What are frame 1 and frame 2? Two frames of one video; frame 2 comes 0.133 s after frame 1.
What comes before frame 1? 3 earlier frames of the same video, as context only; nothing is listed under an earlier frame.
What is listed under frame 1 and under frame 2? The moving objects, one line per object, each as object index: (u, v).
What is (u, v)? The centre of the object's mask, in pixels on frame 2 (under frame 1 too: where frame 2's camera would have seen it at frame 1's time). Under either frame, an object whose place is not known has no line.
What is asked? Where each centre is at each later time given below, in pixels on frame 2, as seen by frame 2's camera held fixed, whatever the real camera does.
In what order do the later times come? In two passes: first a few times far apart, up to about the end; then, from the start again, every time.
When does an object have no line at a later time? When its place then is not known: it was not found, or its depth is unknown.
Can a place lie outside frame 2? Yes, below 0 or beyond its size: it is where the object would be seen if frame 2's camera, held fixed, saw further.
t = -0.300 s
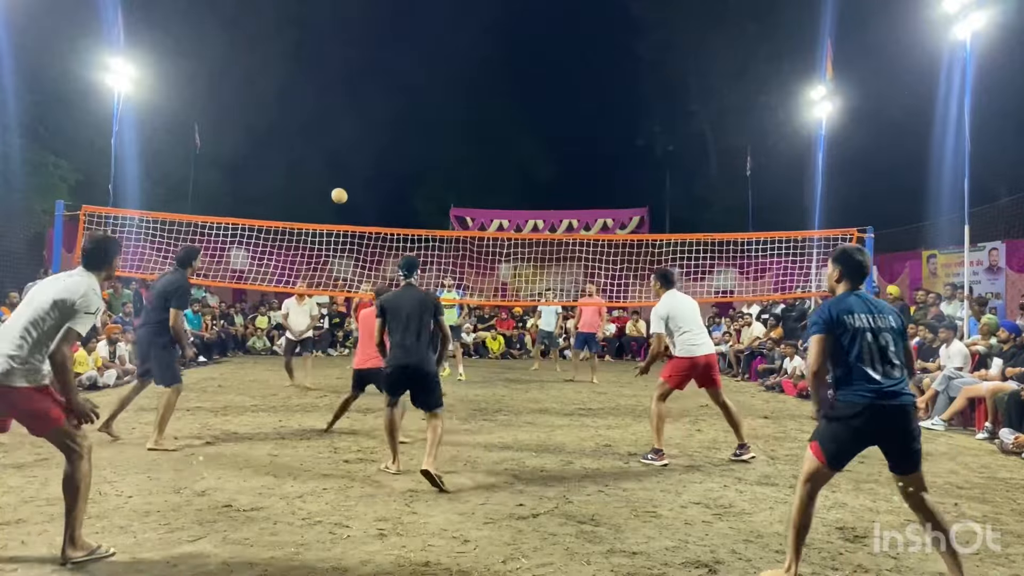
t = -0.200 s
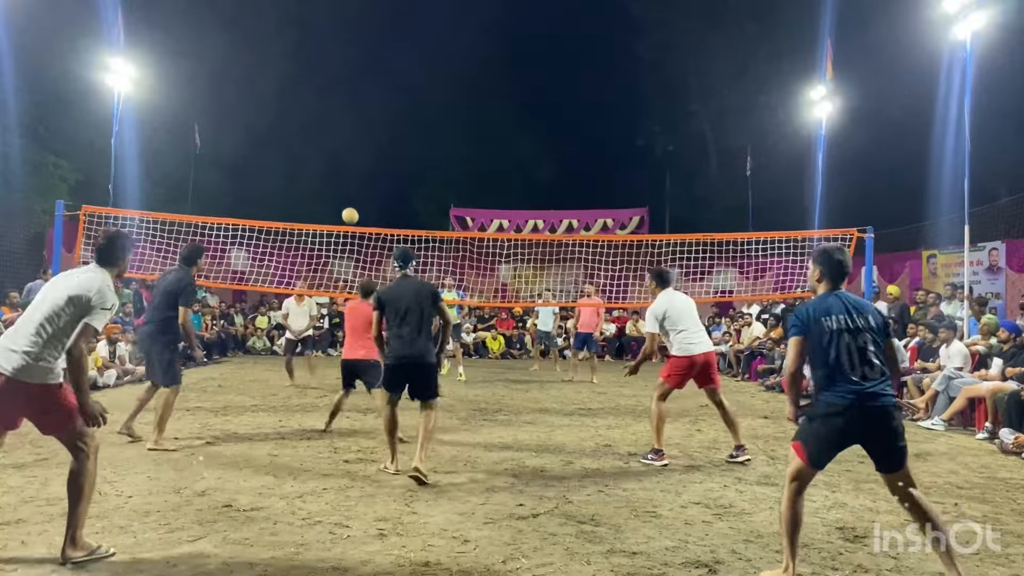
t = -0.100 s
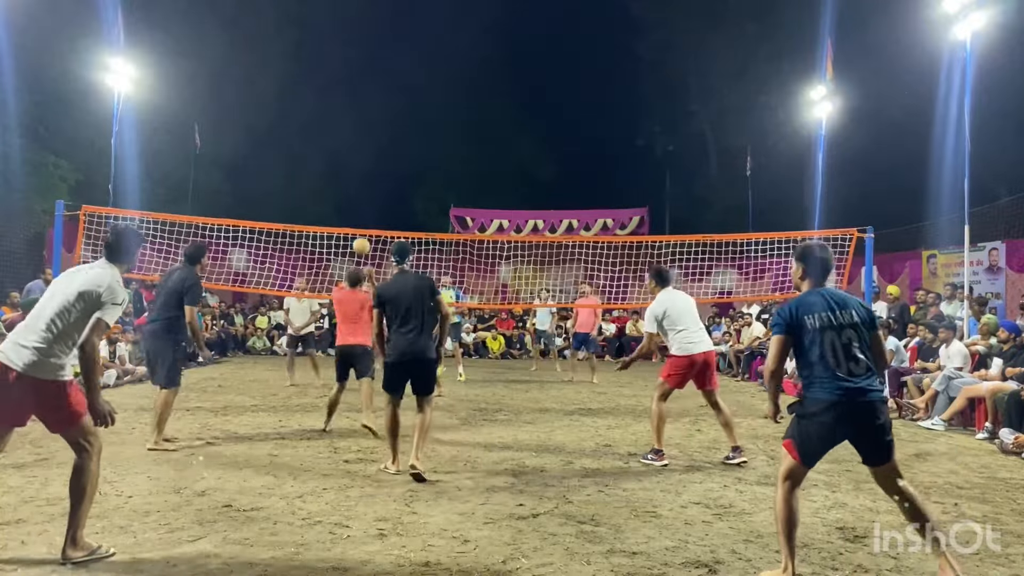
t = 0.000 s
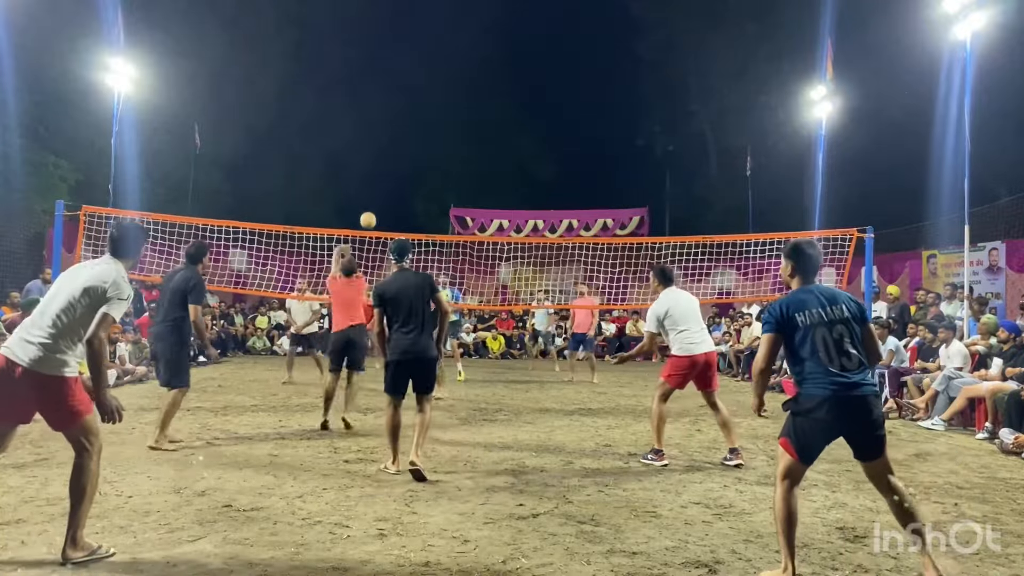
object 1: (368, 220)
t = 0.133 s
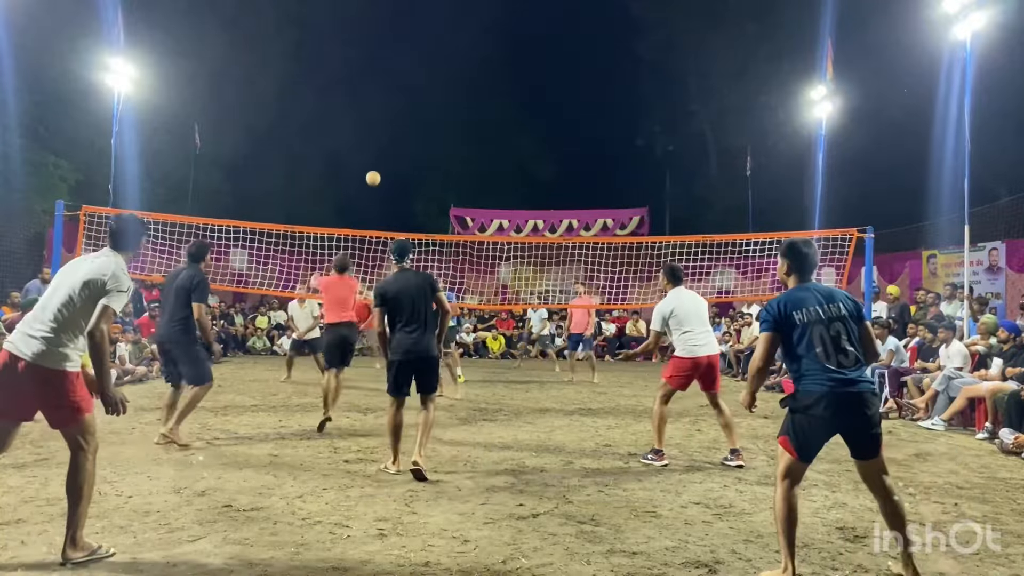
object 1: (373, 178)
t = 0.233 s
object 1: (376, 161)
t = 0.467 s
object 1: (383, 156)
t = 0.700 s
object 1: (389, 184)
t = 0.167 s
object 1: (374, 171)
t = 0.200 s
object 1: (375, 166)
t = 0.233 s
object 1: (376, 161)
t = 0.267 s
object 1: (377, 158)
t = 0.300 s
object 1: (378, 155)
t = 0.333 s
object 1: (379, 154)
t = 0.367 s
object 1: (380, 154)
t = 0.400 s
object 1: (381, 154)
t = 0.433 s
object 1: (382, 155)
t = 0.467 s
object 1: (383, 156)
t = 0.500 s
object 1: (384, 158)
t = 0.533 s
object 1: (385, 161)
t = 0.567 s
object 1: (386, 165)
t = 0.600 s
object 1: (386, 169)
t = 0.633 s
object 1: (387, 173)
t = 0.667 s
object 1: (388, 179)
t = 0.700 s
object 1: (389, 184)
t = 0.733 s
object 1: (389, 190)
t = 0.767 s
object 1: (390, 196)
